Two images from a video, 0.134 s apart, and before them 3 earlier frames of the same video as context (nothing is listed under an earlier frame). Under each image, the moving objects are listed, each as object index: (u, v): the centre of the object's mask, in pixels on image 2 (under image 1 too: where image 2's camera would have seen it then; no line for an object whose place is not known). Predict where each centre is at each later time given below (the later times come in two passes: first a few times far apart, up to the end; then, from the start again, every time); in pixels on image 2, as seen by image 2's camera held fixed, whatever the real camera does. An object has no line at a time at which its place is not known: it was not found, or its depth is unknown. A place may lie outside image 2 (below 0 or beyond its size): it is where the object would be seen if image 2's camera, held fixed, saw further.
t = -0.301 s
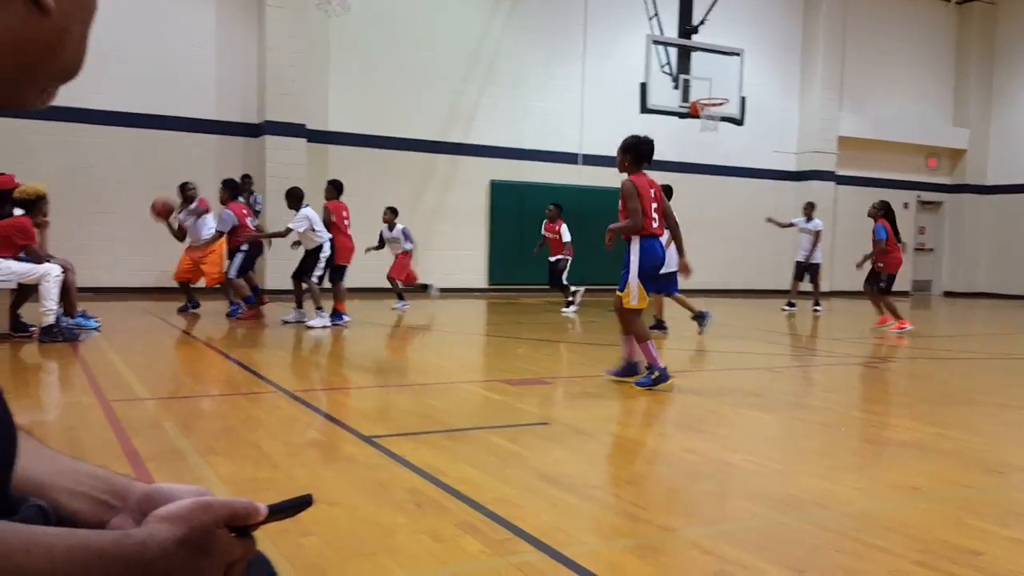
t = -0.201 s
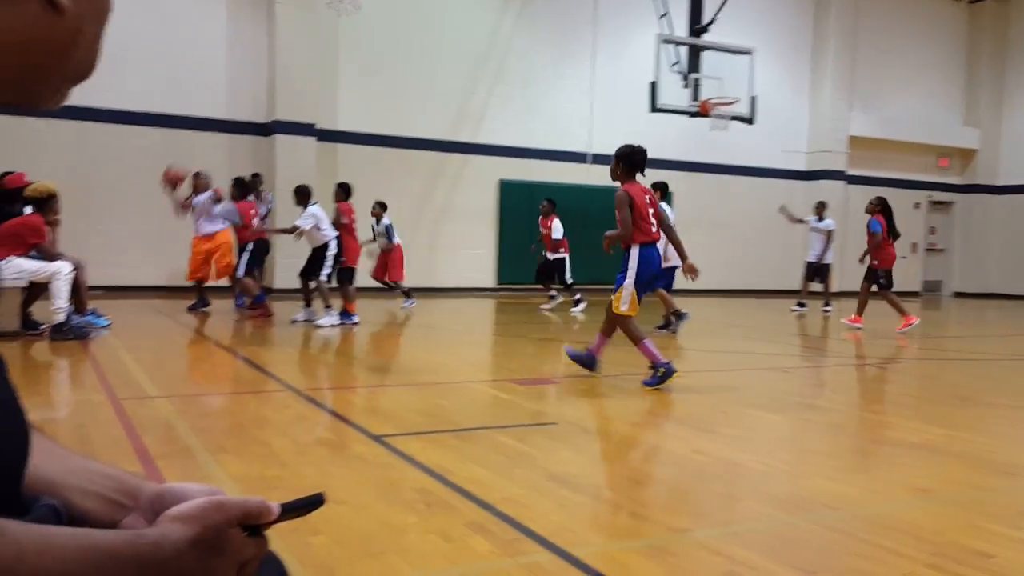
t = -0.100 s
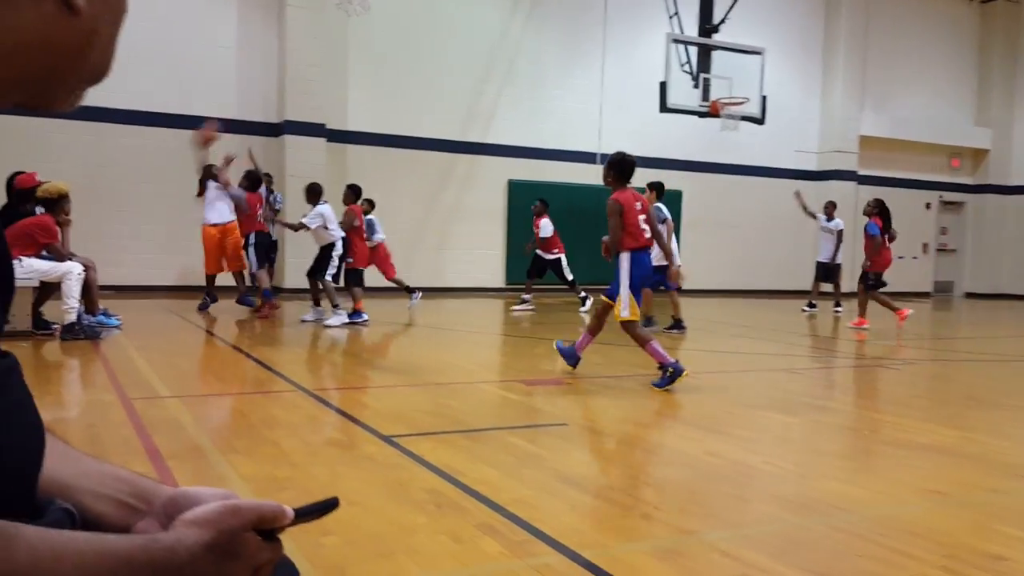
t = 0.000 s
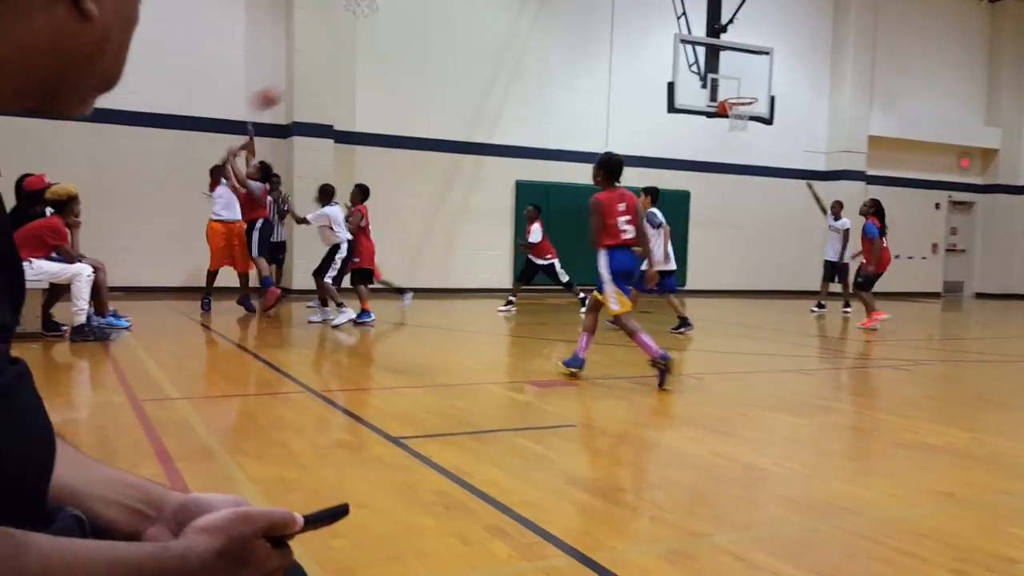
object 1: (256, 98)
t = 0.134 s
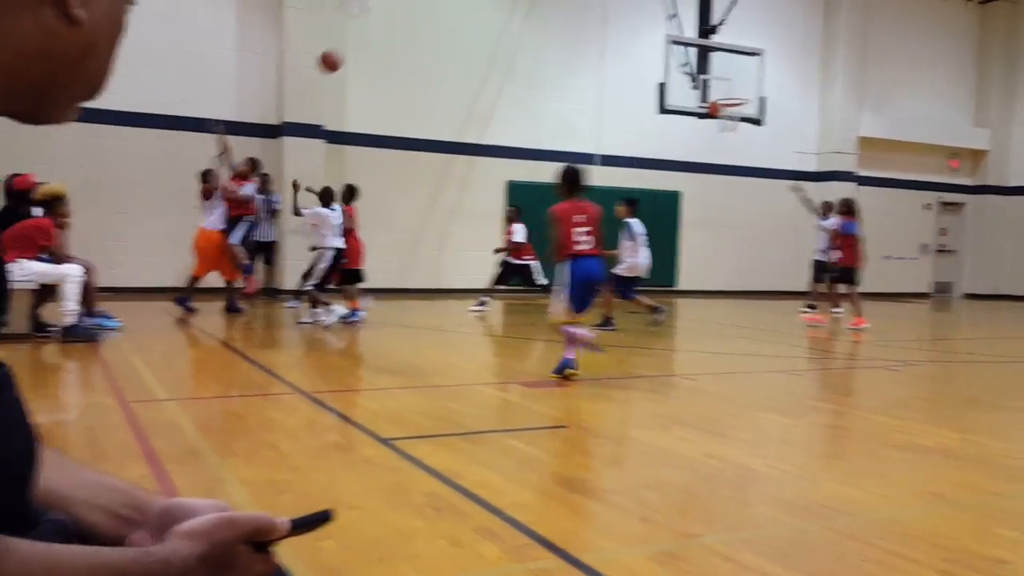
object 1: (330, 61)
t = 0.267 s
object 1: (400, 41)
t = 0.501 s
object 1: (524, 42)
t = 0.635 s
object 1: (597, 66)
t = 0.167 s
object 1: (347, 54)
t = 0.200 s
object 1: (365, 49)
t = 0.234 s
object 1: (383, 45)
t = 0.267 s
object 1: (400, 41)
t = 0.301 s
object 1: (418, 37)
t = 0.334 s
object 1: (436, 36)
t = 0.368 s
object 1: (453, 35)
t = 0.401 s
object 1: (471, 35)
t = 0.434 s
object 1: (489, 37)
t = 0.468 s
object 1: (506, 39)
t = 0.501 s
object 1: (524, 42)
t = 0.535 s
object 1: (542, 47)
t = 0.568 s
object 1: (561, 52)
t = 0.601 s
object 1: (579, 59)
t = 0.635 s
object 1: (597, 66)
